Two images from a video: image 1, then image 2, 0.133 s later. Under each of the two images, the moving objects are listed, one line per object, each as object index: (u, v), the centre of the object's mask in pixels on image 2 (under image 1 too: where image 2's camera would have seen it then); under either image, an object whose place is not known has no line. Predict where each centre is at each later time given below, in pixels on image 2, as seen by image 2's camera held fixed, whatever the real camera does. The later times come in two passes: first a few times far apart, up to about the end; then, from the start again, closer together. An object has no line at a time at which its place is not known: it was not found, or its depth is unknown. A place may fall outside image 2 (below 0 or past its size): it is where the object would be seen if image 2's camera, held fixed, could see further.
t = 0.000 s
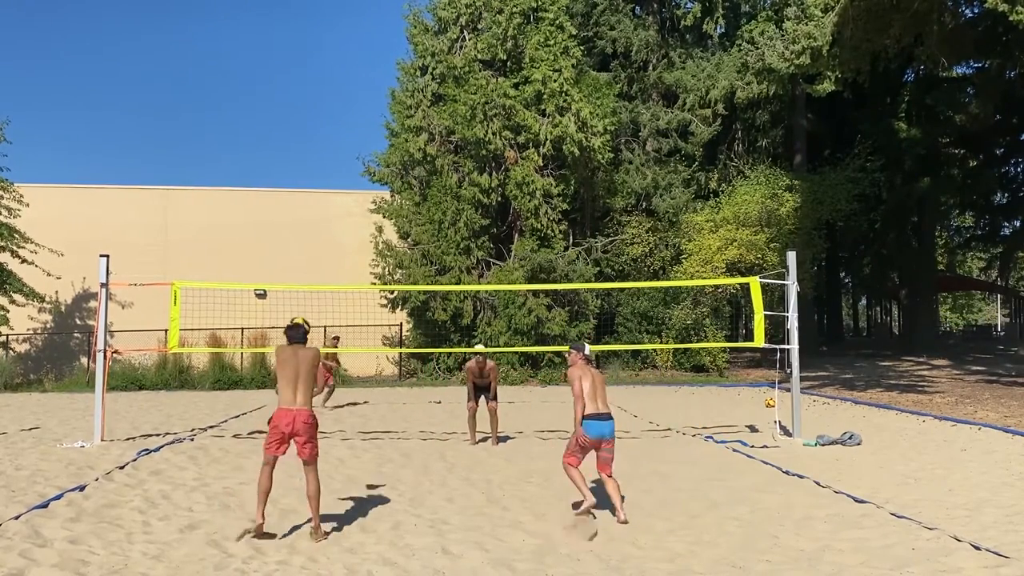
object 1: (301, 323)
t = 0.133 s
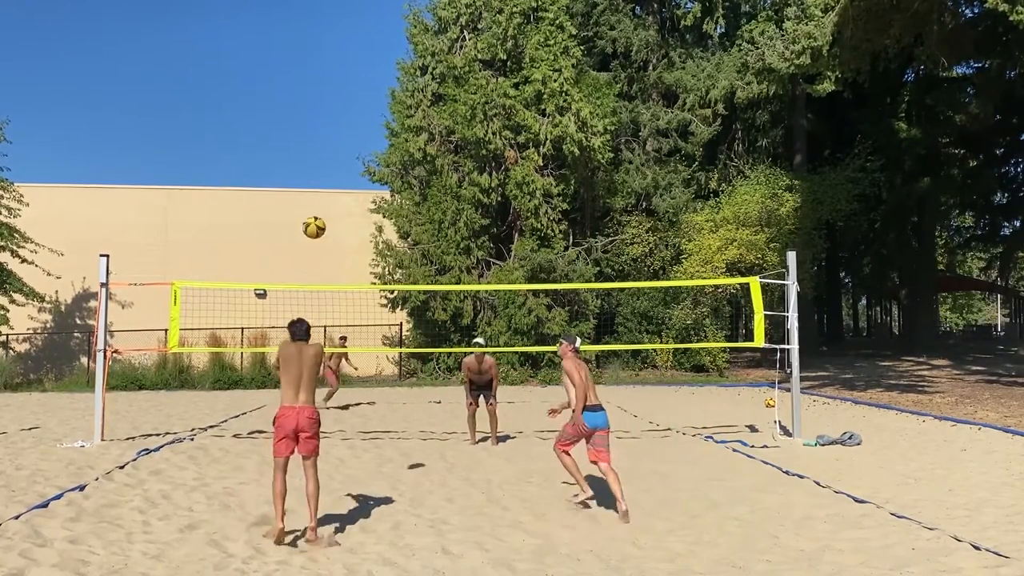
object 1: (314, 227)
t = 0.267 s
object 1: (328, 152)
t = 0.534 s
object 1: (352, 68)
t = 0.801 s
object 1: (371, 53)
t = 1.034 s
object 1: (385, 88)
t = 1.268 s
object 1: (395, 160)
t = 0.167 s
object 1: (318, 207)
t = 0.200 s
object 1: (321, 187)
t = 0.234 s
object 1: (325, 169)
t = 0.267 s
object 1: (328, 152)
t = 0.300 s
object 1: (331, 137)
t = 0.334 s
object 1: (334, 124)
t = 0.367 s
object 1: (338, 111)
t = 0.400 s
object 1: (341, 100)
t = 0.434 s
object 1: (343, 91)
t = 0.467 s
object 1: (347, 82)
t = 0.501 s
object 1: (349, 74)
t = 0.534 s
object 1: (352, 68)
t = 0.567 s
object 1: (354, 63)
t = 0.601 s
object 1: (357, 58)
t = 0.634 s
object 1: (360, 55)
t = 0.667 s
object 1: (362, 53)
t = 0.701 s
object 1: (364, 52)
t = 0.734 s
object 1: (367, 51)
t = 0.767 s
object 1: (369, 51)
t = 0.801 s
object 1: (371, 53)
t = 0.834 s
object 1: (374, 55)
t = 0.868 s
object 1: (375, 58)
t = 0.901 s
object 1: (377, 63)
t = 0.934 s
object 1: (380, 68)
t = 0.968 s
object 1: (381, 74)
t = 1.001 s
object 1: (383, 80)
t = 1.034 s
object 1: (385, 88)
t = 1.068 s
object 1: (387, 95)
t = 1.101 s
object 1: (388, 105)
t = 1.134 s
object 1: (389, 114)
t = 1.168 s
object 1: (391, 126)
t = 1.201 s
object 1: (392, 135)
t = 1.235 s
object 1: (394, 147)
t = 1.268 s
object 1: (395, 160)
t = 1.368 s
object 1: (400, 200)
